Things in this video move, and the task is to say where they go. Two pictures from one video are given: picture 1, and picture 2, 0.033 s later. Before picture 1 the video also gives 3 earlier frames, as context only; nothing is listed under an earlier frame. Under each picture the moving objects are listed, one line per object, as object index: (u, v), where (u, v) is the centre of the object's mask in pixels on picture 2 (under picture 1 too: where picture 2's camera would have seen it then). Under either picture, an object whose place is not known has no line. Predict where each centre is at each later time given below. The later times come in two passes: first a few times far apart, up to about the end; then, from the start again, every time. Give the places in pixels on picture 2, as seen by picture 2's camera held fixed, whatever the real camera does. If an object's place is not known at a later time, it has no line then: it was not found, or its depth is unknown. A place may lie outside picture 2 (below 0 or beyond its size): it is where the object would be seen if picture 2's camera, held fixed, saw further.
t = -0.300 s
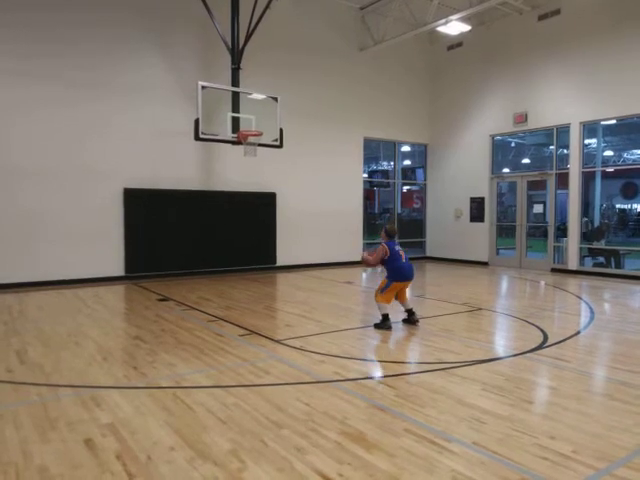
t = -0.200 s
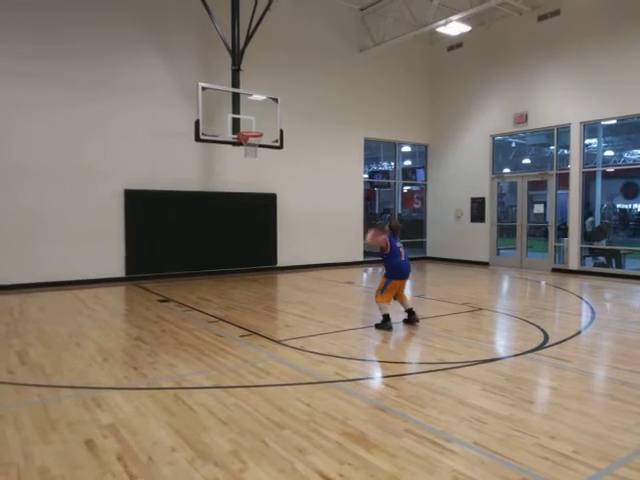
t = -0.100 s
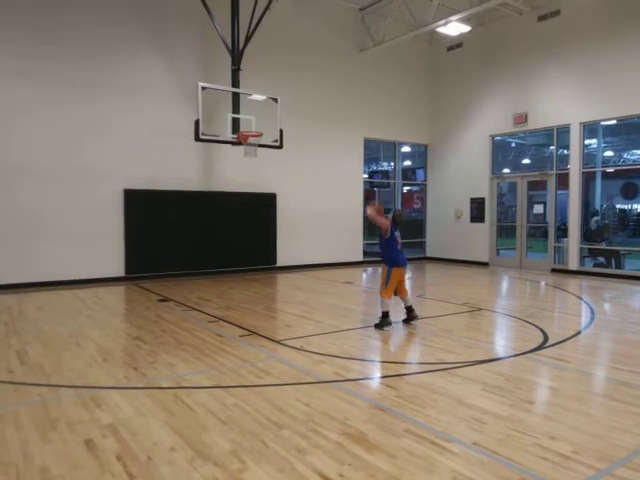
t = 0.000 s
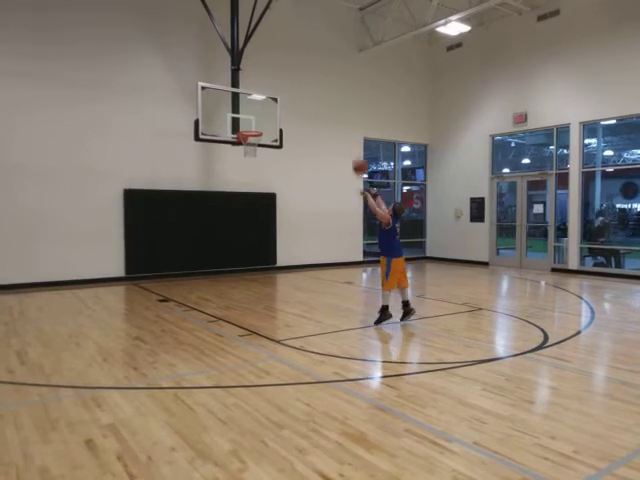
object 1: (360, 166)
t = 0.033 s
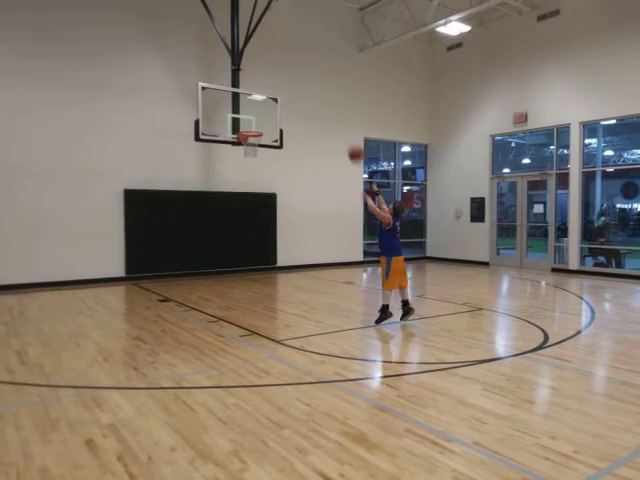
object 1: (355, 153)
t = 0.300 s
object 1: (320, 85)
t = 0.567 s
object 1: (291, 69)
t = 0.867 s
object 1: (265, 99)
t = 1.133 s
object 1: (242, 116)
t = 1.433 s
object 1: (202, 104)
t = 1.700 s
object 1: (164, 136)
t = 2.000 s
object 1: (116, 234)
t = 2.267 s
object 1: (70, 259)
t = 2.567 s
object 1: (19, 177)
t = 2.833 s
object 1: (-22, 154)
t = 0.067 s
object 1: (350, 141)
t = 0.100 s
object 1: (346, 130)
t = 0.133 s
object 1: (341, 120)
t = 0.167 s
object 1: (337, 111)
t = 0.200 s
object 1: (332, 104)
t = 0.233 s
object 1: (328, 96)
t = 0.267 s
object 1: (324, 90)
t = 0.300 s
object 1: (320, 85)
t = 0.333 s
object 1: (315, 80)
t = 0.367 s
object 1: (312, 76)
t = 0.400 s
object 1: (308, 73)
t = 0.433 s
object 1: (305, 71)
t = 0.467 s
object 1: (301, 69)
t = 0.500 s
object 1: (298, 68)
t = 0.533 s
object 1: (294, 68)
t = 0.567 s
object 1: (291, 69)
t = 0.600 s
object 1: (288, 70)
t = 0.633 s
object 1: (285, 71)
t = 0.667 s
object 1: (282, 74)
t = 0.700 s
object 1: (279, 77)
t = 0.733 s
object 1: (276, 80)
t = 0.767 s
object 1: (273, 84)
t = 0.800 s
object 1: (270, 89)
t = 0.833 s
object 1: (267, 93)
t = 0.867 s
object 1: (265, 99)
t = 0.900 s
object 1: (263, 104)
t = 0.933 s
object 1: (260, 110)
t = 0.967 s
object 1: (257, 116)
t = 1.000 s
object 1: (255, 123)
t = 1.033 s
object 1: (253, 129)
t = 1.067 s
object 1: (248, 124)
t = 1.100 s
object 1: (245, 121)
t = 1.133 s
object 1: (242, 116)
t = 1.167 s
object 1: (238, 112)
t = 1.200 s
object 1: (234, 110)
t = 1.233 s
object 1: (230, 107)
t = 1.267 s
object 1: (224, 106)
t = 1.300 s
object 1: (221, 104)
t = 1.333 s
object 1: (216, 103)
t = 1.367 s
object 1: (212, 103)
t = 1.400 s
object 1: (208, 103)
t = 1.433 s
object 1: (202, 104)
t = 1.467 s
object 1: (199, 105)
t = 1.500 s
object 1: (194, 108)
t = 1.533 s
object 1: (189, 111)
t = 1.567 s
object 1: (184, 114)
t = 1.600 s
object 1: (180, 119)
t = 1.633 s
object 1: (174, 124)
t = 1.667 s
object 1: (169, 129)
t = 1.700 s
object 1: (164, 136)
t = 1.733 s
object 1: (158, 144)
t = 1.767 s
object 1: (153, 152)
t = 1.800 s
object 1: (148, 161)
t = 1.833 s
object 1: (143, 171)
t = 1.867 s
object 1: (137, 181)
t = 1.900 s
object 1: (132, 197)
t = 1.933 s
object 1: (127, 206)
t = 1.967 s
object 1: (121, 219)
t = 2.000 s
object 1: (116, 234)
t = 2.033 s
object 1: (109, 250)
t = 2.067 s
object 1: (103, 267)
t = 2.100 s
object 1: (99, 285)
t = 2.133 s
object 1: (91, 305)
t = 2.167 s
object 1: (86, 298)
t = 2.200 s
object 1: (81, 283)
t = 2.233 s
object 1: (75, 270)
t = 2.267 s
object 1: (70, 259)
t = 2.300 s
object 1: (65, 247)
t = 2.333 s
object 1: (59, 236)
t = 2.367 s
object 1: (54, 226)
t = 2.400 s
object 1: (48, 216)
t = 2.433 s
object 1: (43, 207)
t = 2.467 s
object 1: (37, 198)
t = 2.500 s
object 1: (31, 191)
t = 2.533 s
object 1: (25, 184)
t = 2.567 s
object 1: (19, 177)
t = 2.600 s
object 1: (13, 172)
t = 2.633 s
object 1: (7, 167)
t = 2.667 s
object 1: (2, 163)
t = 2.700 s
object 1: (-5, 159)
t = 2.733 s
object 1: (-9, 157)
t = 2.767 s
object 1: (-14, 155)
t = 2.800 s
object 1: (-19, 154)
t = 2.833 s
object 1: (-22, 154)
